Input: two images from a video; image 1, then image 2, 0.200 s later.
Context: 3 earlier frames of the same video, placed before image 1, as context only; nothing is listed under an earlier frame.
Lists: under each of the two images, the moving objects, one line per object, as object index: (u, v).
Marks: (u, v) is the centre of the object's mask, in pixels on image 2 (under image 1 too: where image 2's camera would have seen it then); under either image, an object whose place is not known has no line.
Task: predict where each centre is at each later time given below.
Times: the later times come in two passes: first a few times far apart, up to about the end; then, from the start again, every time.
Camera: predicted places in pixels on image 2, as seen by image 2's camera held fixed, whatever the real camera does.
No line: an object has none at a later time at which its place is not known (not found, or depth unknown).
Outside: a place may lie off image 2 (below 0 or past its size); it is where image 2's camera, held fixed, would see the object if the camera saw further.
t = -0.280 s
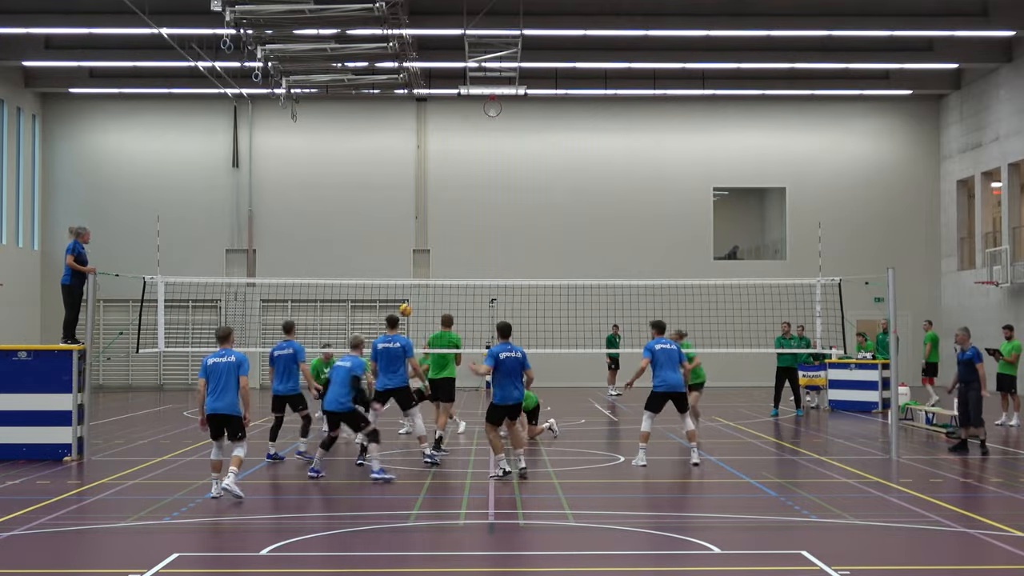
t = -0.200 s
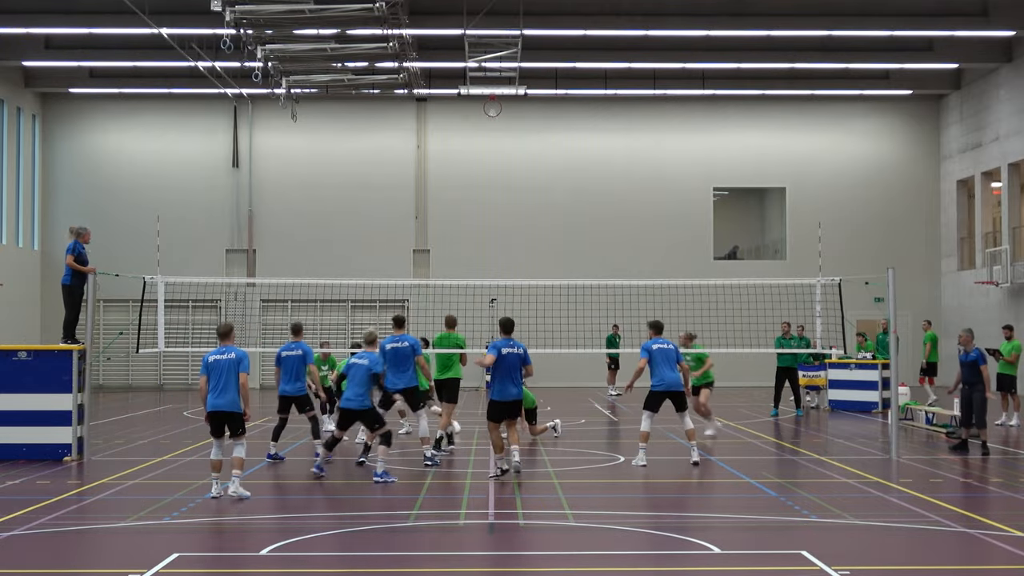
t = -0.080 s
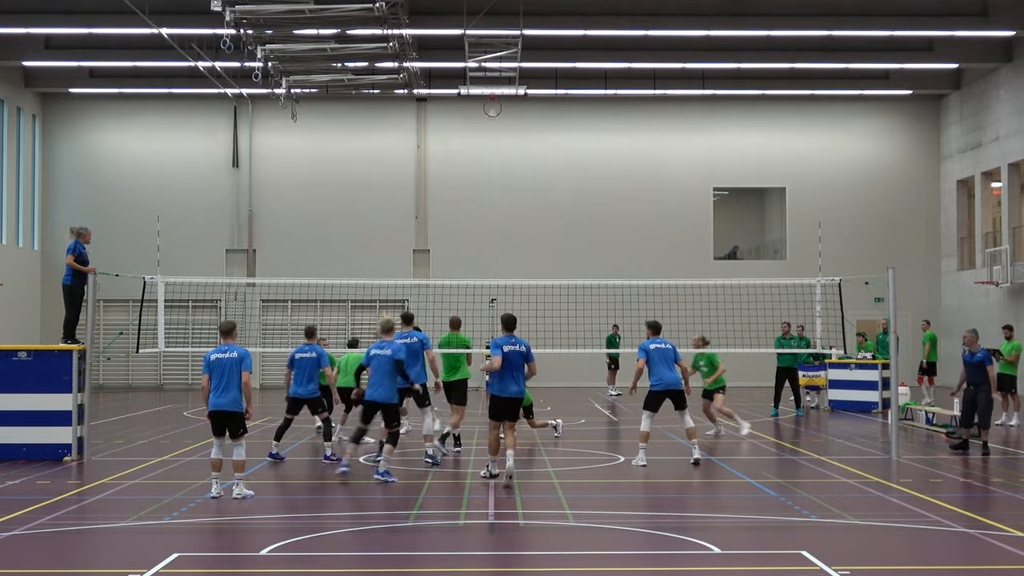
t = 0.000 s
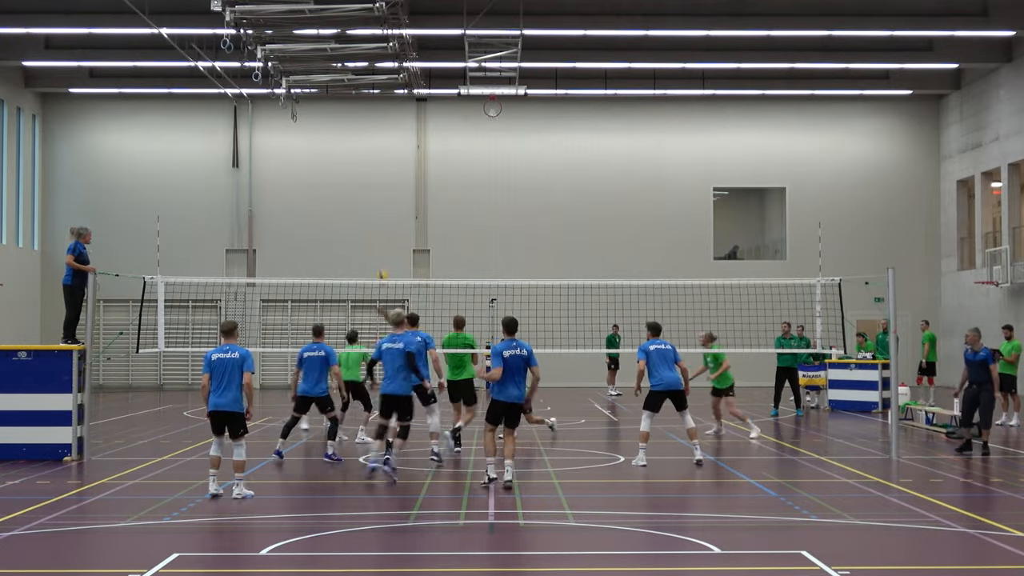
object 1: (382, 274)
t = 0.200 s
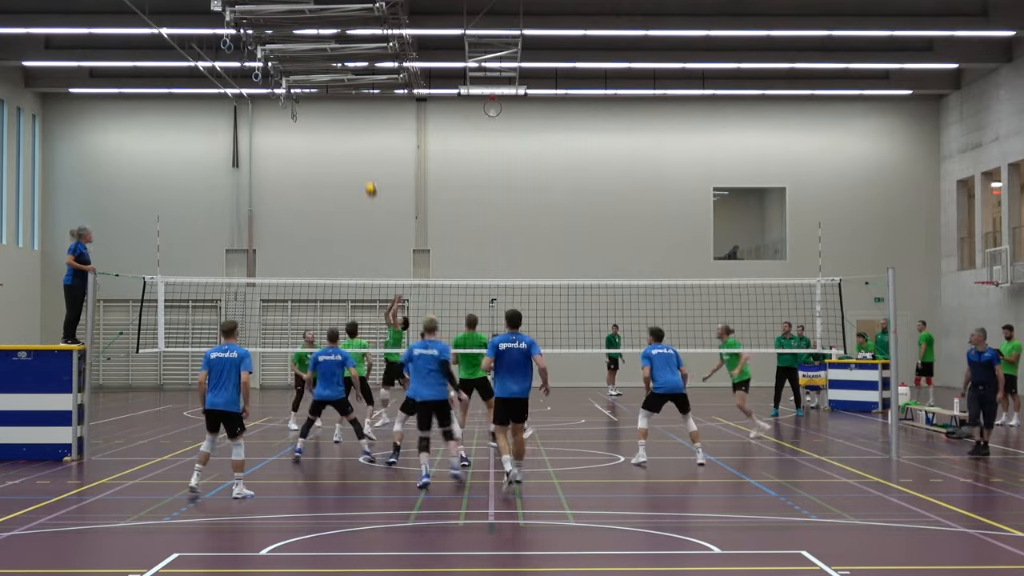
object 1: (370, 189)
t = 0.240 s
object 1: (369, 175)
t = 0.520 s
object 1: (353, 102)
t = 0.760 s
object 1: (339, 77)
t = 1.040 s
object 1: (323, 88)
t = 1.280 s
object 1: (310, 135)
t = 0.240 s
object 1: (369, 175)
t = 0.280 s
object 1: (367, 161)
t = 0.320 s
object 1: (364, 149)
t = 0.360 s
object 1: (362, 137)
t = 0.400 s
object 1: (360, 127)
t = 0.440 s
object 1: (357, 118)
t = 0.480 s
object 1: (355, 110)
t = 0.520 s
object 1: (353, 102)
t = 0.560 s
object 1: (351, 96)
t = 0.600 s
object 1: (348, 90)
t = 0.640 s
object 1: (346, 85)
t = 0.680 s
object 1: (344, 82)
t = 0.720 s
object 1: (341, 79)
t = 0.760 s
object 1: (339, 77)
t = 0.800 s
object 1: (338, 76)
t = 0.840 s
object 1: (335, 76)
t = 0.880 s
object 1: (332, 76)
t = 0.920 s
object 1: (330, 78)
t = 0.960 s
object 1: (327, 81)
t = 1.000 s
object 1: (325, 84)
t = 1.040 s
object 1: (323, 88)
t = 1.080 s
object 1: (321, 94)
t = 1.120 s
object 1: (319, 100)
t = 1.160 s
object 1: (316, 108)
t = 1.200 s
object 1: (314, 116)
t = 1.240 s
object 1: (313, 124)
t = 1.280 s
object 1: (310, 135)
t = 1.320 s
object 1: (308, 146)
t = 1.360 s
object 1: (306, 159)
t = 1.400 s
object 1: (304, 171)
